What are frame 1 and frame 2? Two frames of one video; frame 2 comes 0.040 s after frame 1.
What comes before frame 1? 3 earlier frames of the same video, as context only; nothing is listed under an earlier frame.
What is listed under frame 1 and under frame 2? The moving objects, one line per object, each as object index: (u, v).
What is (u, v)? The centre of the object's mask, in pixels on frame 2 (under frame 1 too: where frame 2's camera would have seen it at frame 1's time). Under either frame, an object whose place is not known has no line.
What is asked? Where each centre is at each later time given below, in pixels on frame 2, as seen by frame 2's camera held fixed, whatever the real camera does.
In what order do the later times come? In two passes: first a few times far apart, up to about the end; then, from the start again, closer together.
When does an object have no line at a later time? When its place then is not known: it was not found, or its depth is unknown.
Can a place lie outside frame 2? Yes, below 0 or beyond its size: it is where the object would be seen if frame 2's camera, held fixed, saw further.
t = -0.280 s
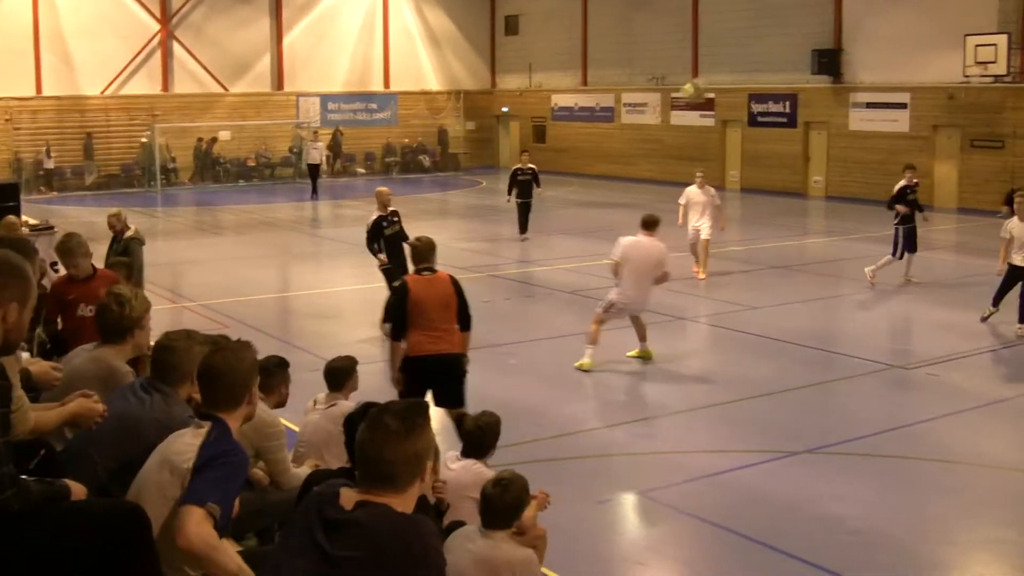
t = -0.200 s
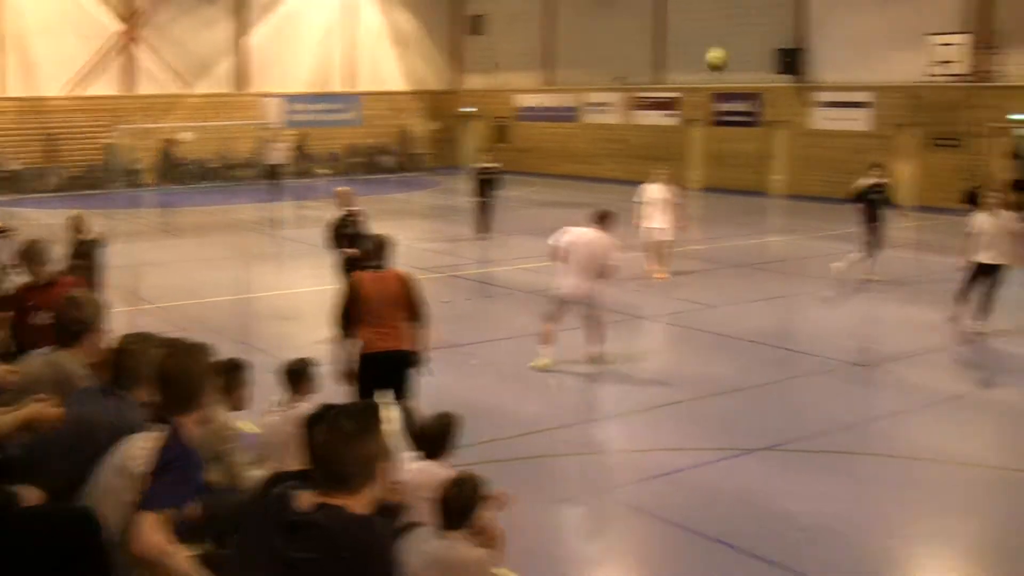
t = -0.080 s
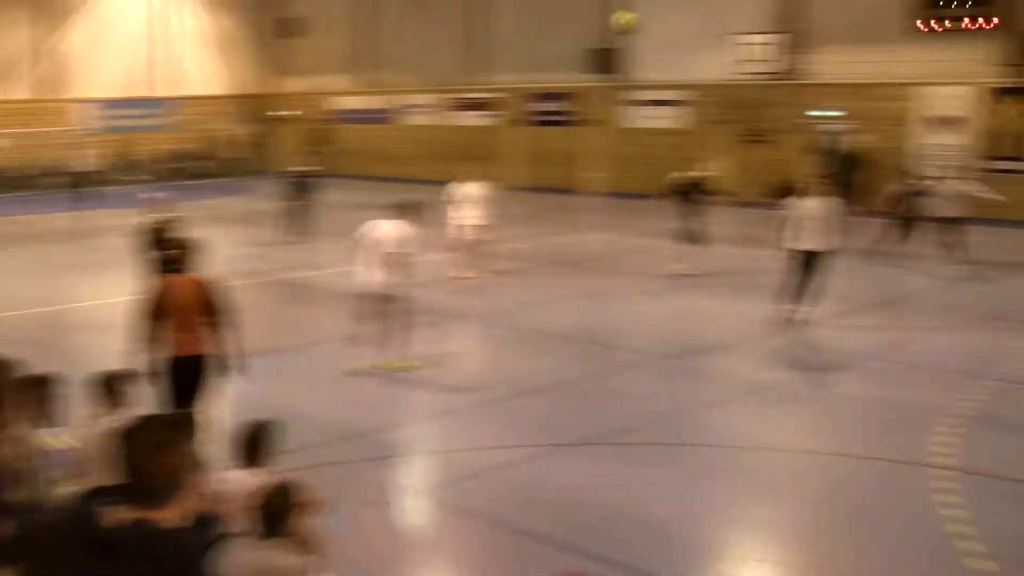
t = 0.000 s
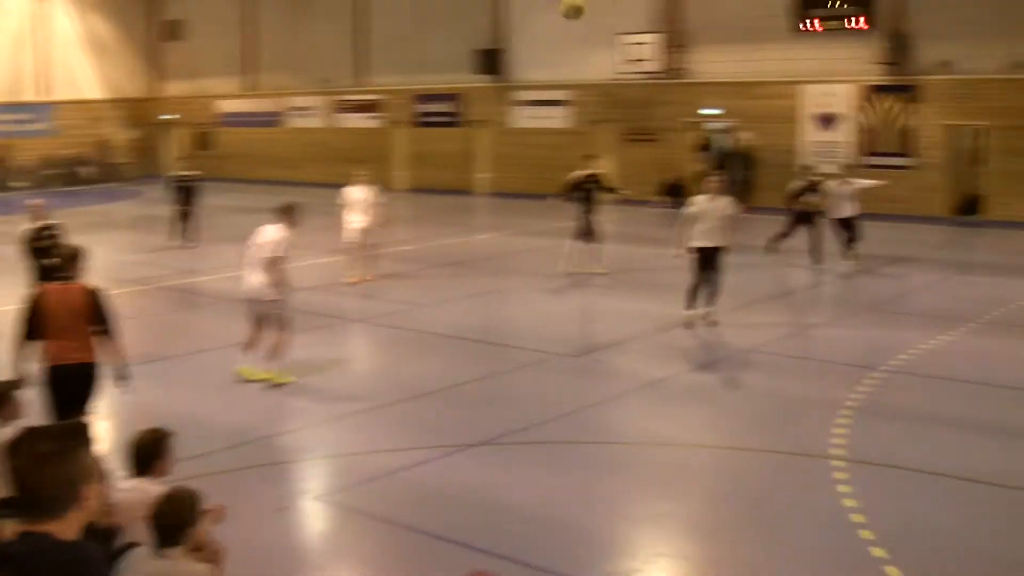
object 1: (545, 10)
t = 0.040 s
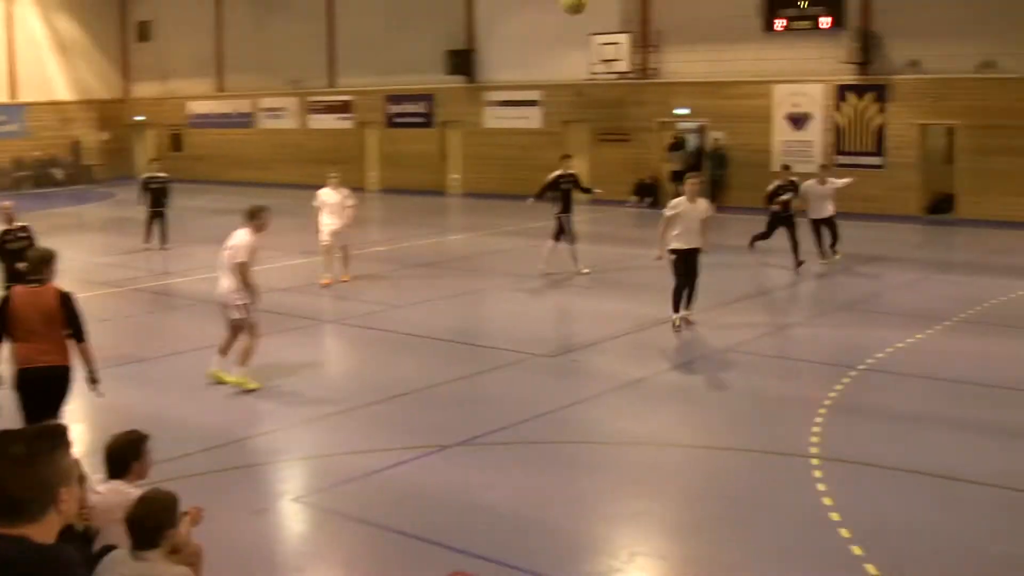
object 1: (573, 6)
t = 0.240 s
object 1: (746, 2)
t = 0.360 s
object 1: (863, 16)
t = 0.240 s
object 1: (746, 2)
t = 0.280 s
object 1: (784, 5)
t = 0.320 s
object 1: (822, 10)
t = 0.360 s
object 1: (863, 16)
